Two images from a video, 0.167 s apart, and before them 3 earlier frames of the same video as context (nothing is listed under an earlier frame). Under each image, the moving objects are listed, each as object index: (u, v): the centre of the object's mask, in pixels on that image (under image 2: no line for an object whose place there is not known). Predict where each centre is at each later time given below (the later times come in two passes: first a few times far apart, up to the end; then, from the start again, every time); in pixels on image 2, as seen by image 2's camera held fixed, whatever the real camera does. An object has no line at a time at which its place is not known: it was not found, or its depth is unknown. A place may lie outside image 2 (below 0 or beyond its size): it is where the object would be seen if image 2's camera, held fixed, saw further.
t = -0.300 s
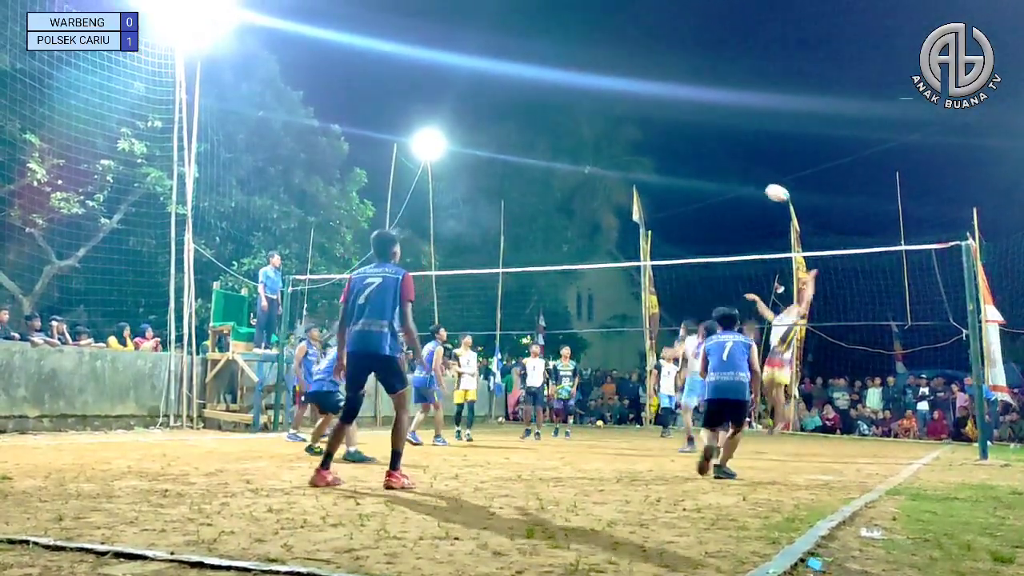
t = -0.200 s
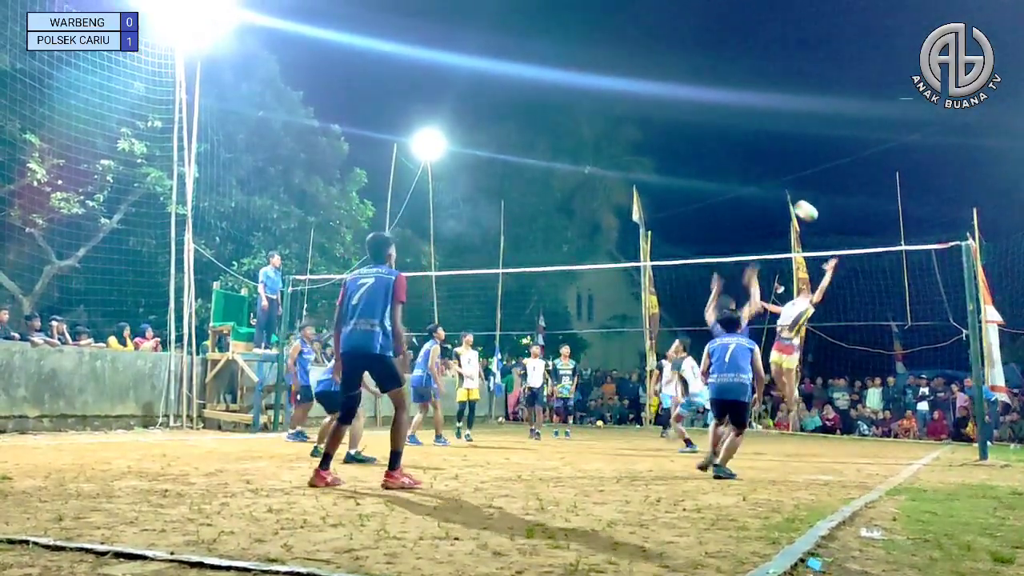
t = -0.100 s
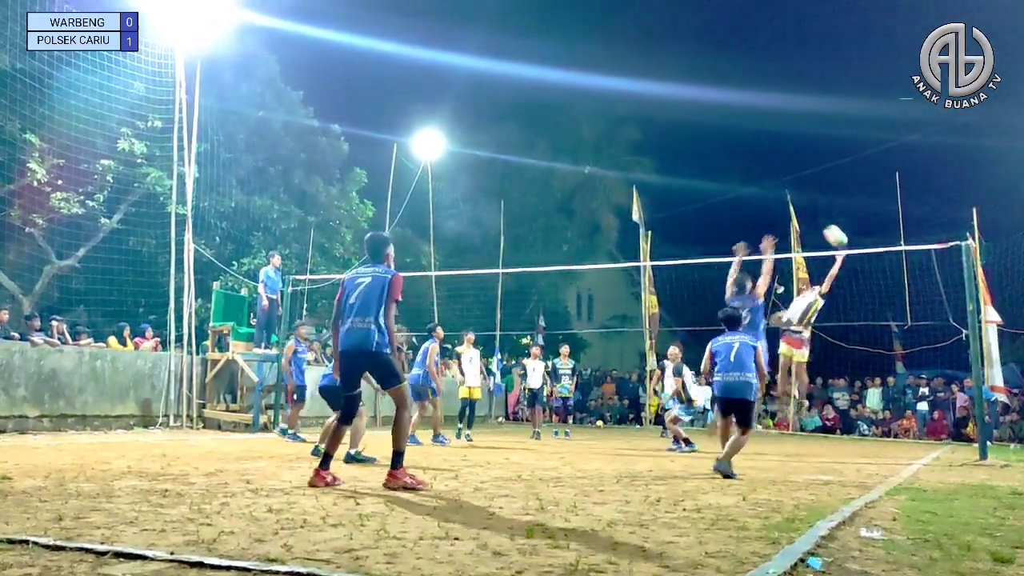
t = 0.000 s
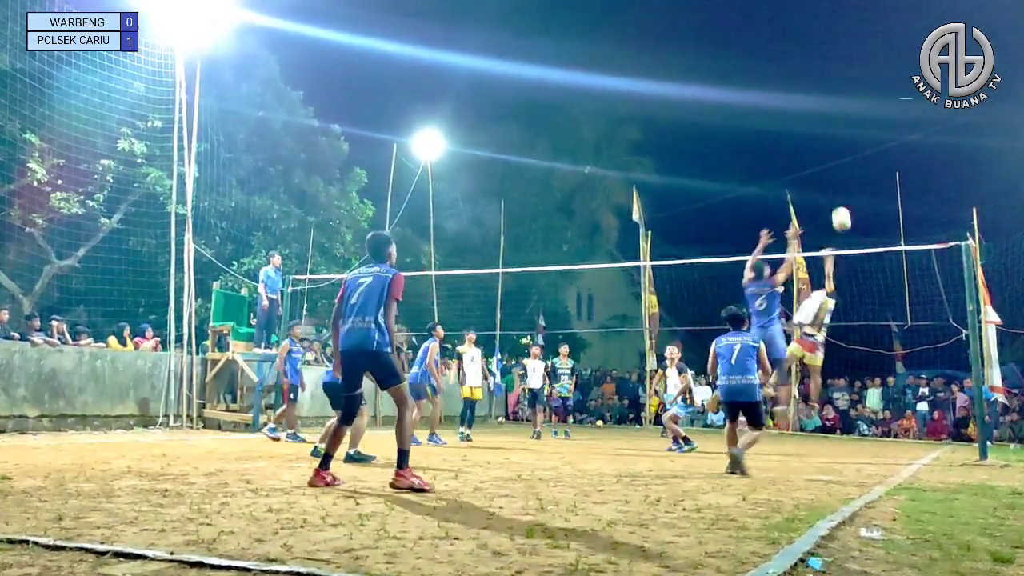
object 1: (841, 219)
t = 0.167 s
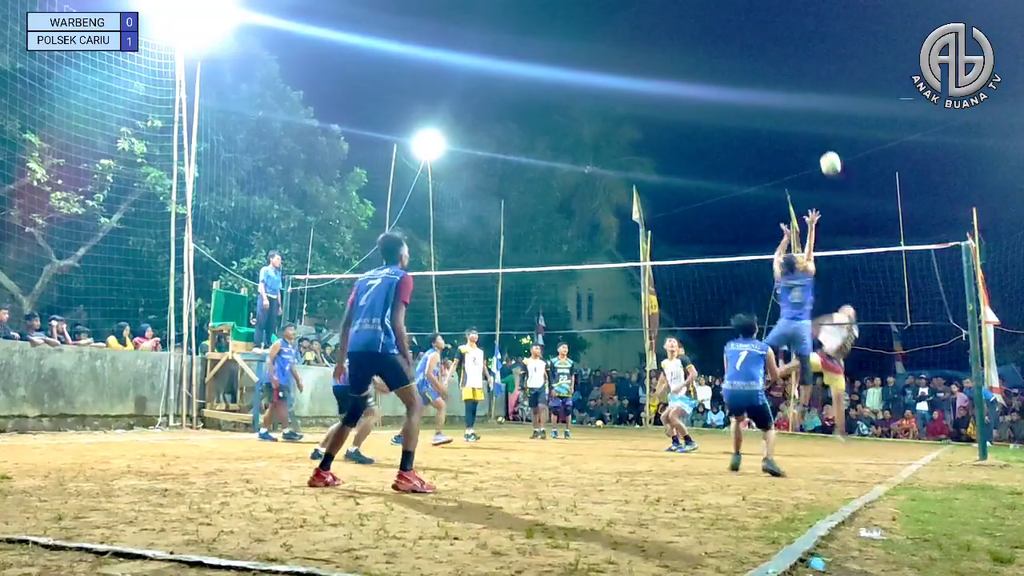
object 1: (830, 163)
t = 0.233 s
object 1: (826, 146)
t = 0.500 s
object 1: (805, 105)
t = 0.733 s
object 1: (782, 121)
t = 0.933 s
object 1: (757, 191)
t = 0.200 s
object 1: (828, 154)
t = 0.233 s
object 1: (826, 146)
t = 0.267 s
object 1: (823, 138)
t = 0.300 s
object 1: (821, 131)
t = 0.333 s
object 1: (818, 124)
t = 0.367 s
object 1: (816, 119)
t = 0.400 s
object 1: (813, 114)
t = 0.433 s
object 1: (810, 110)
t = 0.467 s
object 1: (807, 107)
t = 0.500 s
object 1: (805, 105)
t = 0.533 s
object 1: (802, 104)
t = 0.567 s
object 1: (798, 104)
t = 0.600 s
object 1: (795, 105)
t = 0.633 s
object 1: (792, 107)
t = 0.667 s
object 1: (789, 110)
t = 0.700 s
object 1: (785, 115)
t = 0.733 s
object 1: (782, 121)
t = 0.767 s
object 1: (778, 129)
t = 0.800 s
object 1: (774, 138)
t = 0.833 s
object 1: (770, 148)
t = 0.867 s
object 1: (766, 160)
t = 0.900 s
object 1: (762, 174)
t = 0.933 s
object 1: (757, 191)
